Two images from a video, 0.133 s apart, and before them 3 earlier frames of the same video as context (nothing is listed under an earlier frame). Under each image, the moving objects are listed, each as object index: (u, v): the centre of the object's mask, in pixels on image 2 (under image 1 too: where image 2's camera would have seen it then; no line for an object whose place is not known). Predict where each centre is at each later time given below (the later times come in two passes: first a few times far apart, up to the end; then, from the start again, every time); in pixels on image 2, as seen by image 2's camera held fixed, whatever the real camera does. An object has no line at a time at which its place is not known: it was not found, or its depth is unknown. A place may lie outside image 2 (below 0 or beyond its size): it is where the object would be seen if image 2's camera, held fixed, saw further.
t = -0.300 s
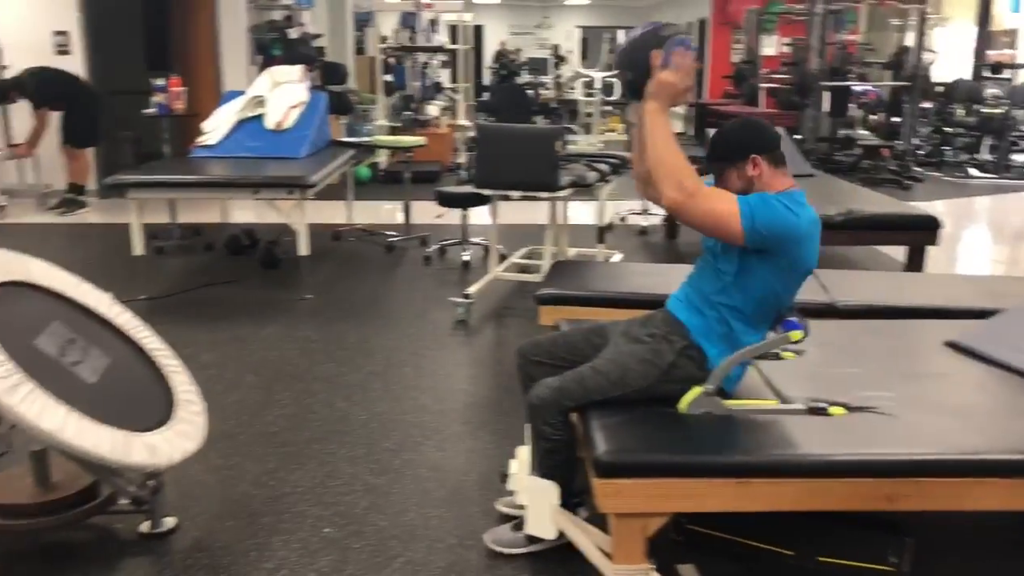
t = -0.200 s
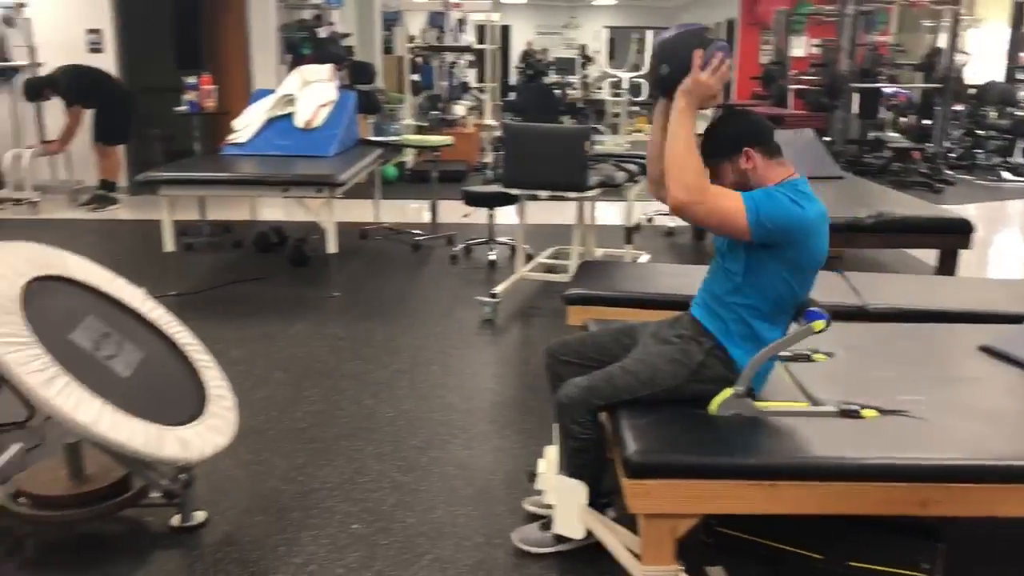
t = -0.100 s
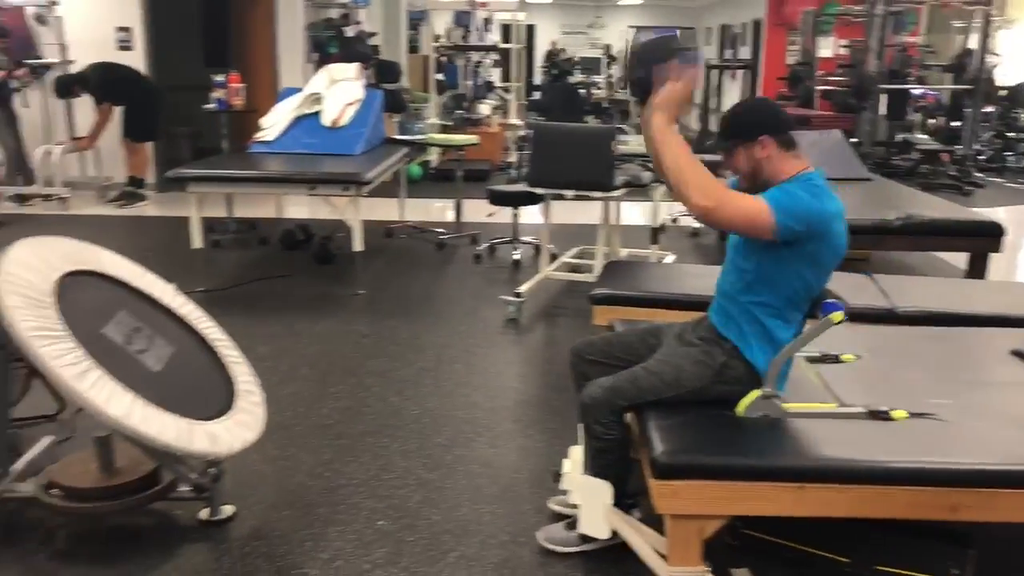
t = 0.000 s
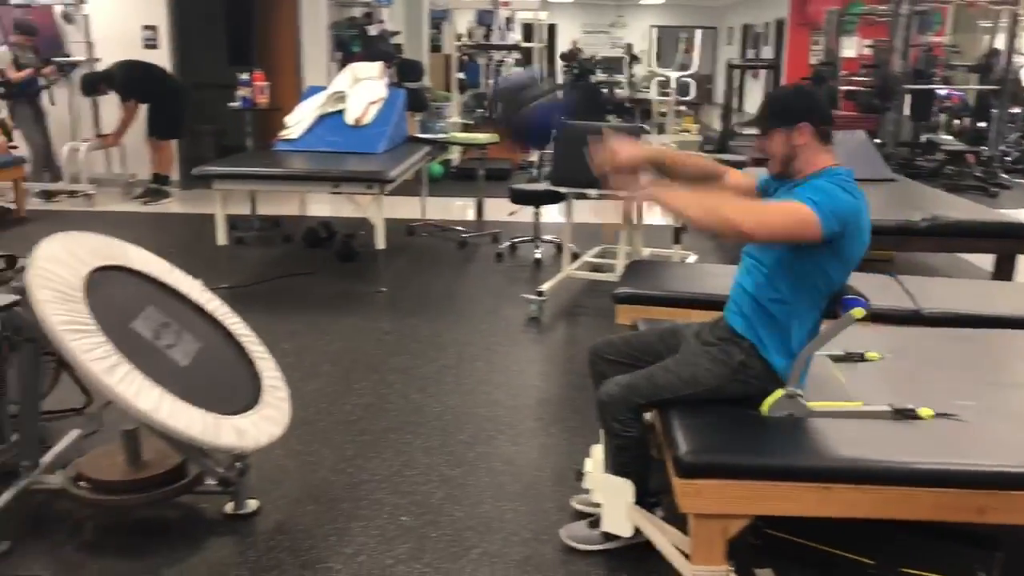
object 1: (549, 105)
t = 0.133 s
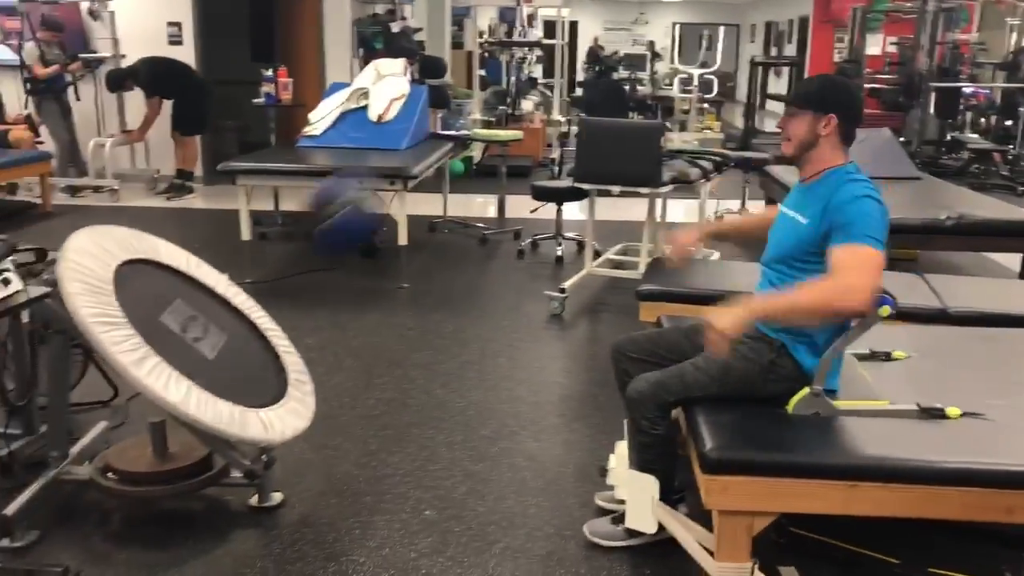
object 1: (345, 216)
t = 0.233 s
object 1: (191, 330)
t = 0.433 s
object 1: (383, 153)
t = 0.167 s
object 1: (293, 248)
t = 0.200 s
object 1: (245, 282)
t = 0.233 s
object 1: (191, 330)
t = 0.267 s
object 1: (187, 331)
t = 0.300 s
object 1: (233, 279)
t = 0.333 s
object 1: (271, 245)
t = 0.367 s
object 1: (305, 211)
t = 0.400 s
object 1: (344, 181)
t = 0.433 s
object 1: (383, 153)
